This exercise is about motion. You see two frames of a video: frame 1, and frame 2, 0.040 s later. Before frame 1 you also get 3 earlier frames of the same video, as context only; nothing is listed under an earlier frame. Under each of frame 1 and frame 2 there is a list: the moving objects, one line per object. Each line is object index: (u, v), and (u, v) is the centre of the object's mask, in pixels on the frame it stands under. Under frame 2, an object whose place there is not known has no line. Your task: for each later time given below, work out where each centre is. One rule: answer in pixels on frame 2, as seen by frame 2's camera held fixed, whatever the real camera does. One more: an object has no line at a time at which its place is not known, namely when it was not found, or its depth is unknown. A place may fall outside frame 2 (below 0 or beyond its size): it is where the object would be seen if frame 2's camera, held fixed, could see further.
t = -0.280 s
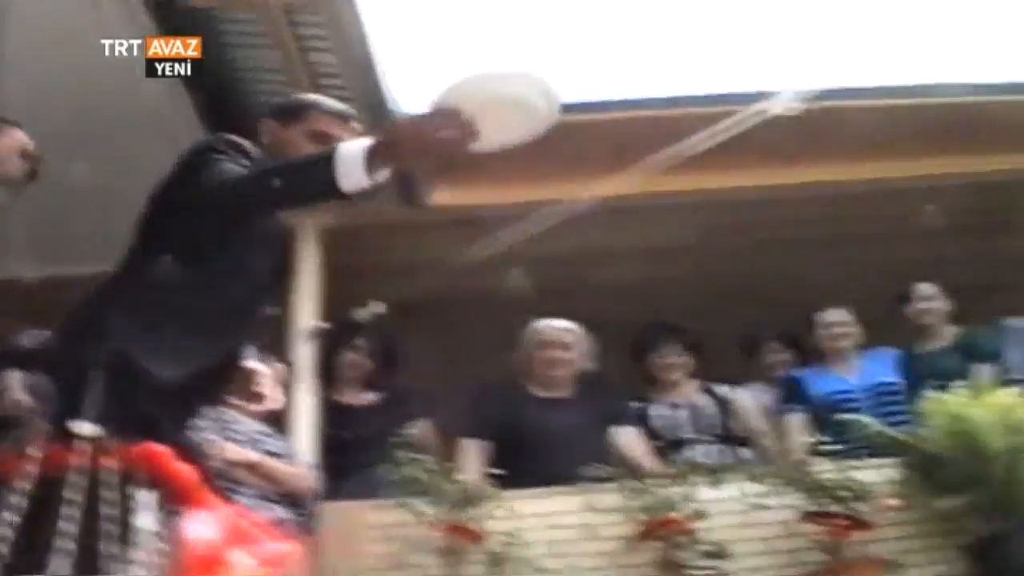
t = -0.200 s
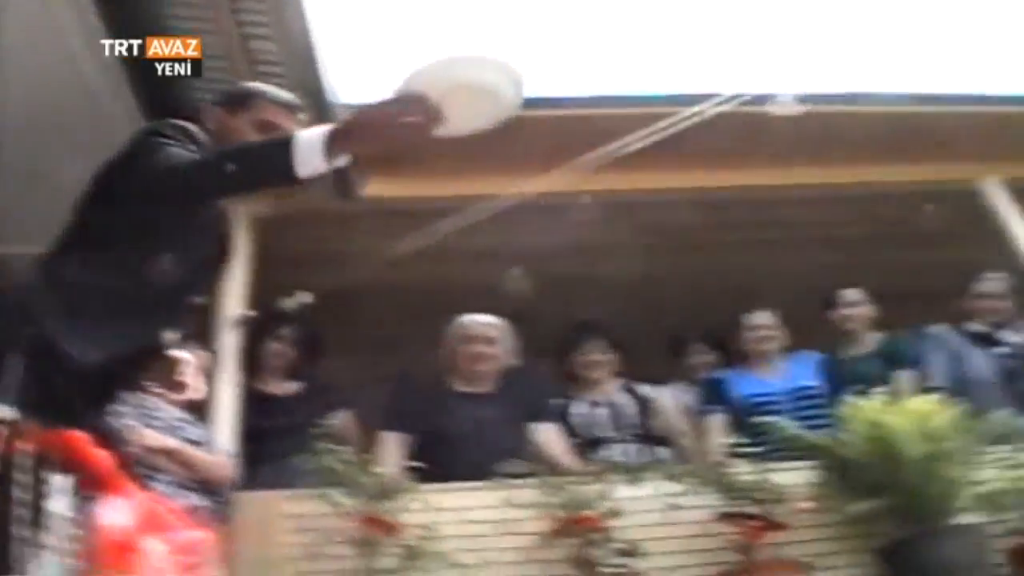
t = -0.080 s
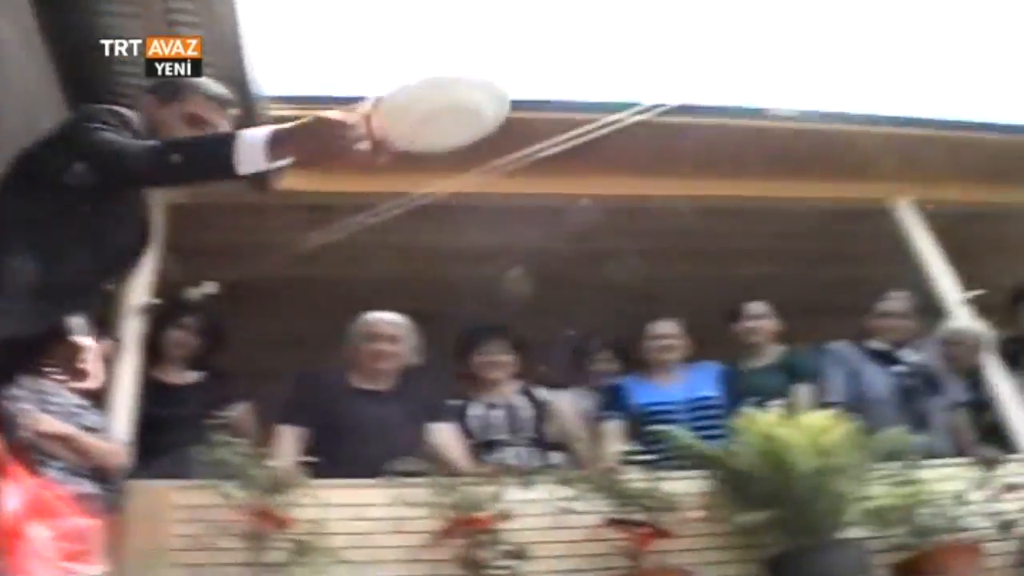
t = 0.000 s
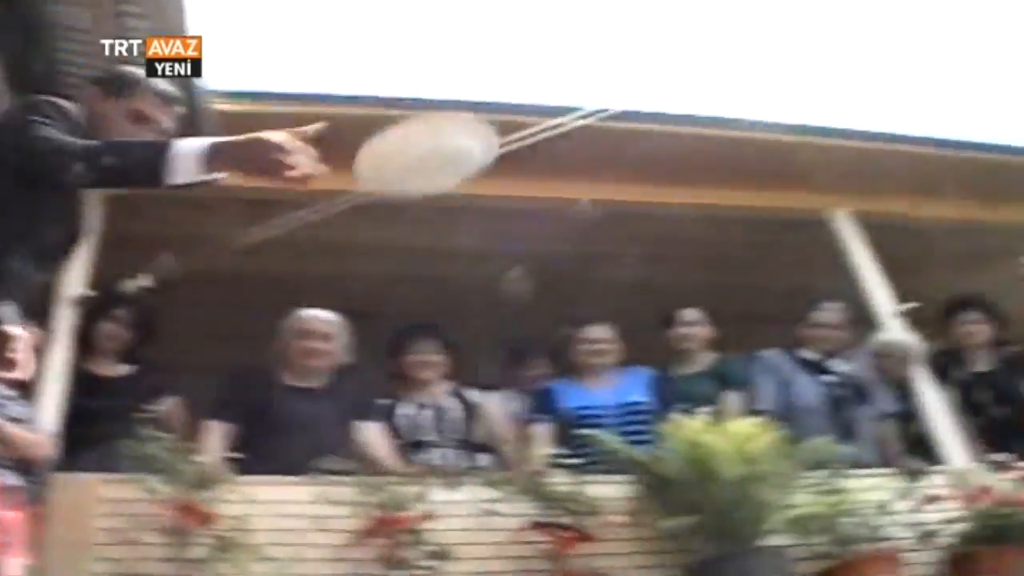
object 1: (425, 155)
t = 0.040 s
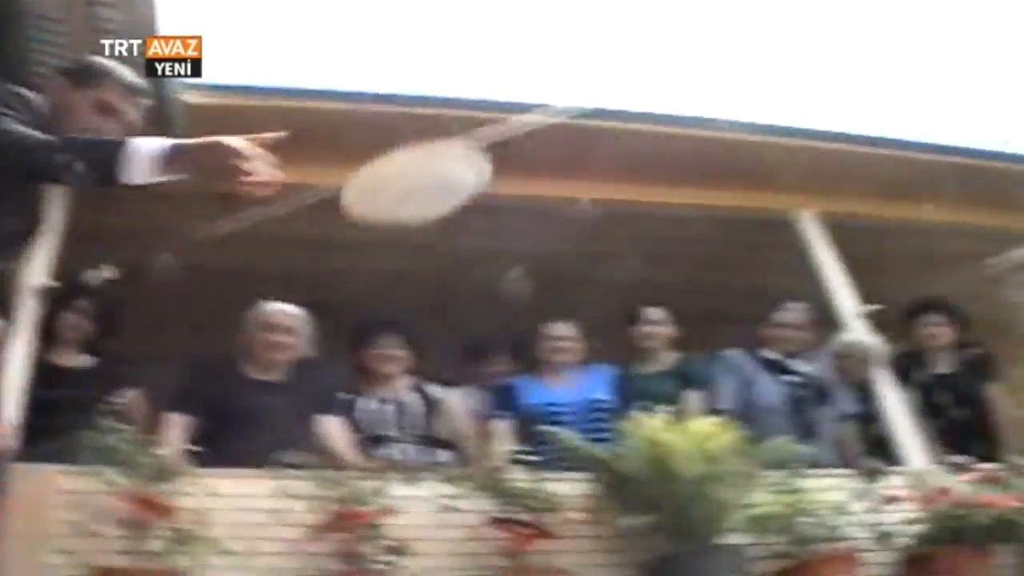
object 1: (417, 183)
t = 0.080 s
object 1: (440, 225)
